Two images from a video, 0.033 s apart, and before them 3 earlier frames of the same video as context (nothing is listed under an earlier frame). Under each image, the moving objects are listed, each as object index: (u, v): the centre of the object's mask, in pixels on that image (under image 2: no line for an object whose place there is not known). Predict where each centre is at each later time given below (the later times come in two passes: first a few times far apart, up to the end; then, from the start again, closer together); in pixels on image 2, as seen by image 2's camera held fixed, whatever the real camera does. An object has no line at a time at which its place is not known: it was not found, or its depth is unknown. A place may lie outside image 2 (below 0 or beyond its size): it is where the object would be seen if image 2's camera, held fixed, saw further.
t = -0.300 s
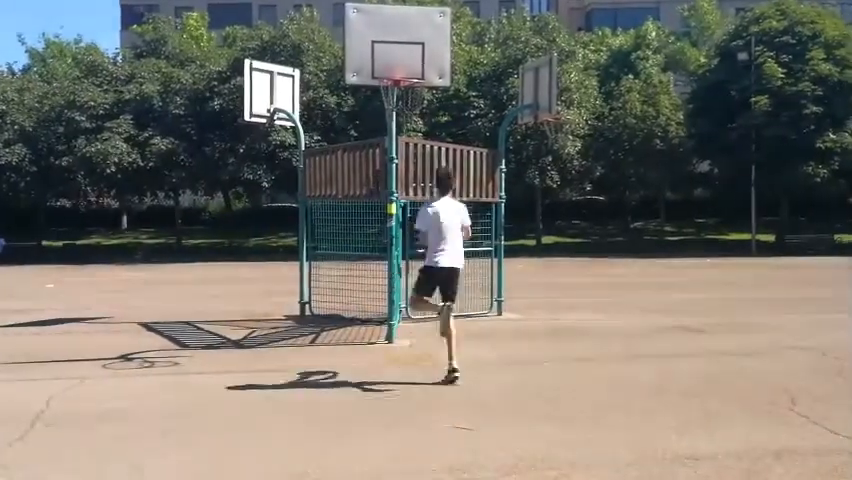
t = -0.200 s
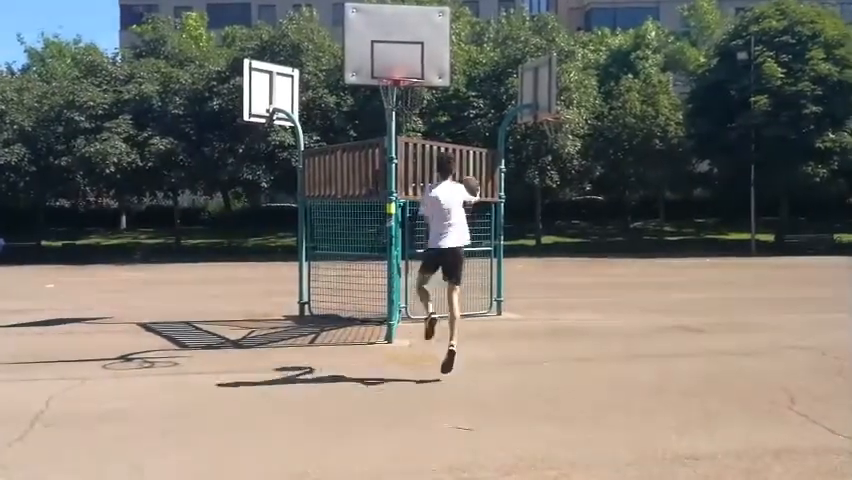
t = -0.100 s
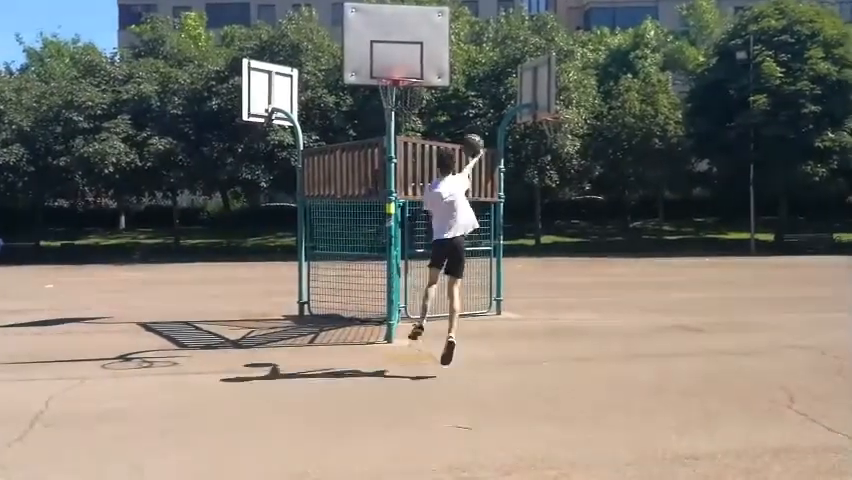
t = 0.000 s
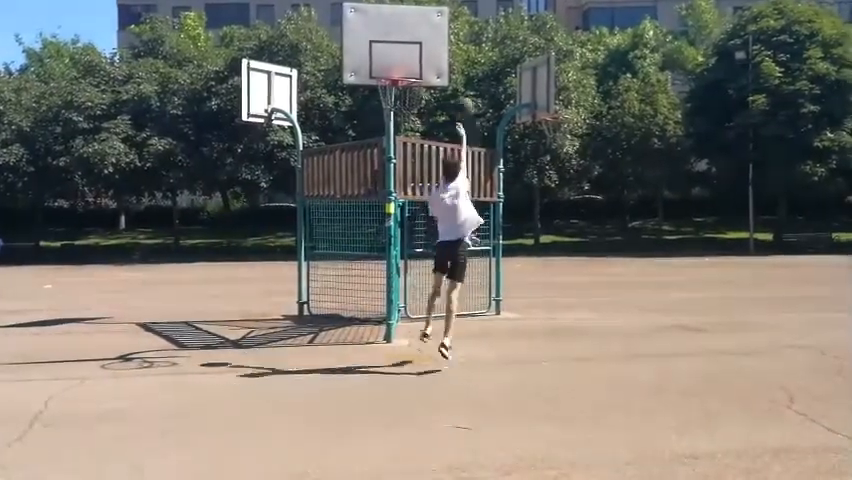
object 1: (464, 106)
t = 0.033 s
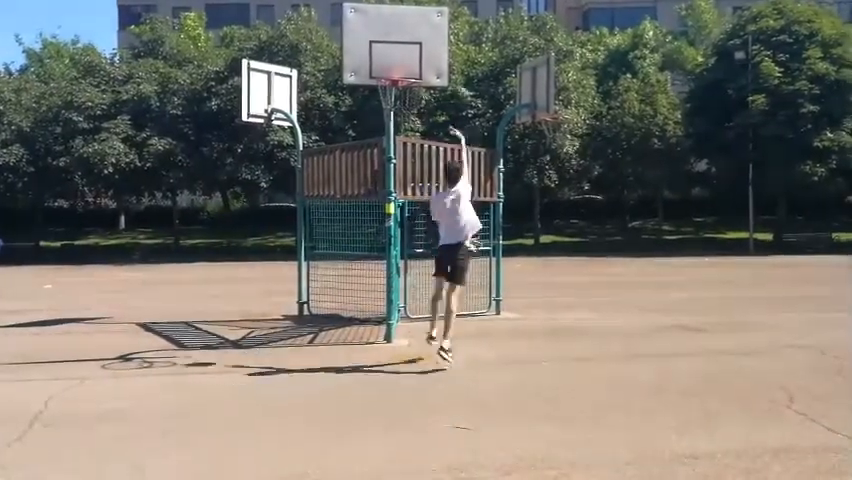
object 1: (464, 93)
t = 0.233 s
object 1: (431, 54)
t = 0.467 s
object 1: (407, 43)
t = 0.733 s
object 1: (393, 71)
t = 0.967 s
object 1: (392, 74)
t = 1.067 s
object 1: (388, 90)
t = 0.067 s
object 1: (455, 86)
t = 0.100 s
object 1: (450, 78)
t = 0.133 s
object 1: (445, 70)
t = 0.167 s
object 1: (439, 64)
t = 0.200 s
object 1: (435, 59)
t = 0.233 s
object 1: (431, 54)
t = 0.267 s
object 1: (427, 50)
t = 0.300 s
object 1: (423, 48)
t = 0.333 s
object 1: (419, 46)
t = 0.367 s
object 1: (415, 45)
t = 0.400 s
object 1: (411, 44)
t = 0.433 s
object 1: (410, 43)
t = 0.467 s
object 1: (407, 43)
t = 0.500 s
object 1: (404, 44)
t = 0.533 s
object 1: (401, 46)
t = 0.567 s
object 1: (399, 49)
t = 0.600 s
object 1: (395, 55)
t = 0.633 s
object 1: (392, 60)
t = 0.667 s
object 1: (389, 66)
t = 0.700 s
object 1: (387, 71)
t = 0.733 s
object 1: (393, 71)
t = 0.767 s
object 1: (399, 73)
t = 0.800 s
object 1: (406, 73)
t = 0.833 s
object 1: (406, 73)
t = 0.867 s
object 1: (406, 73)
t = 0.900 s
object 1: (404, 74)
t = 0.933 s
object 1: (397, 72)
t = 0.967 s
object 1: (392, 74)
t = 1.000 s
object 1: (389, 75)
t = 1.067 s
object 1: (388, 90)
